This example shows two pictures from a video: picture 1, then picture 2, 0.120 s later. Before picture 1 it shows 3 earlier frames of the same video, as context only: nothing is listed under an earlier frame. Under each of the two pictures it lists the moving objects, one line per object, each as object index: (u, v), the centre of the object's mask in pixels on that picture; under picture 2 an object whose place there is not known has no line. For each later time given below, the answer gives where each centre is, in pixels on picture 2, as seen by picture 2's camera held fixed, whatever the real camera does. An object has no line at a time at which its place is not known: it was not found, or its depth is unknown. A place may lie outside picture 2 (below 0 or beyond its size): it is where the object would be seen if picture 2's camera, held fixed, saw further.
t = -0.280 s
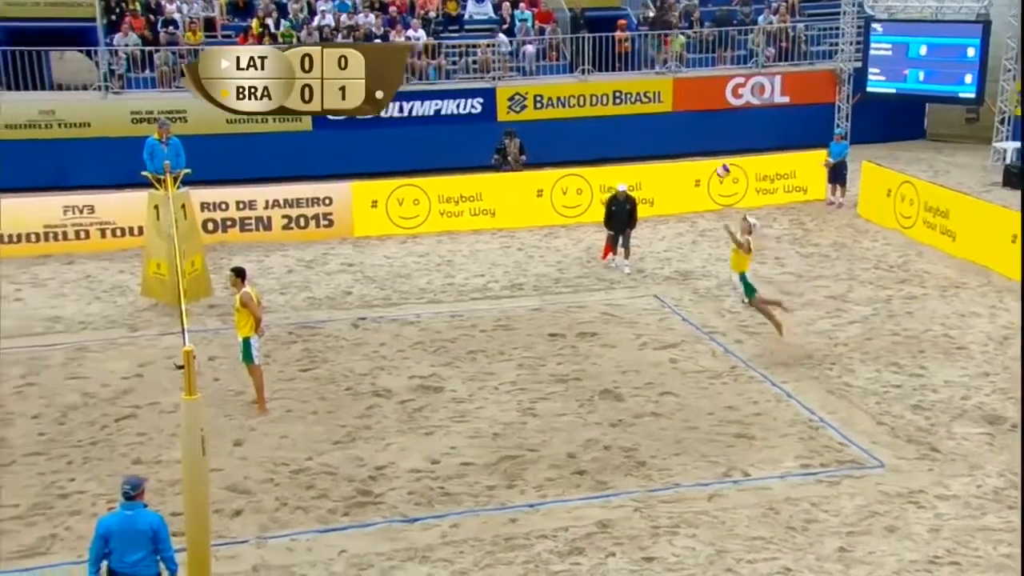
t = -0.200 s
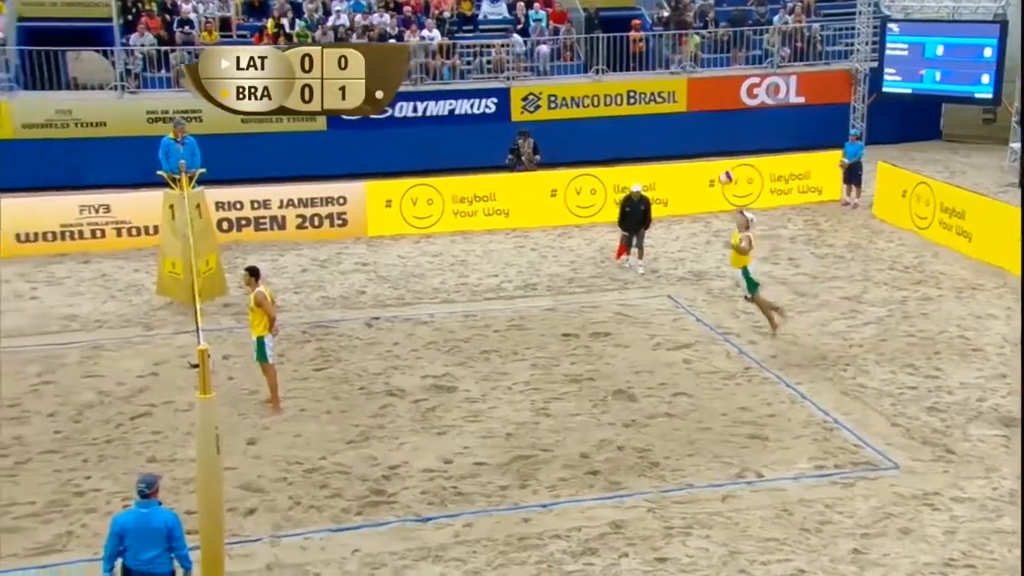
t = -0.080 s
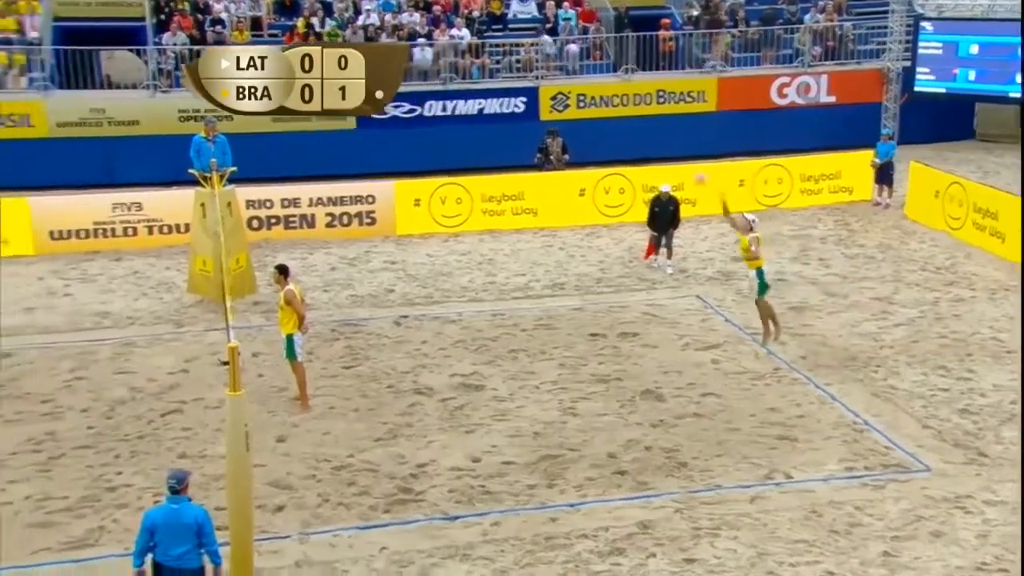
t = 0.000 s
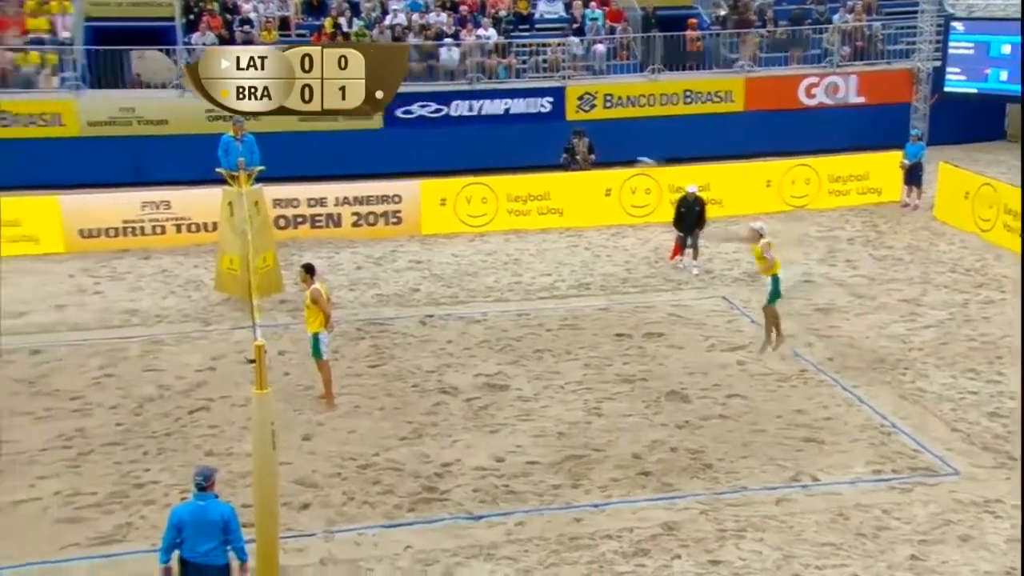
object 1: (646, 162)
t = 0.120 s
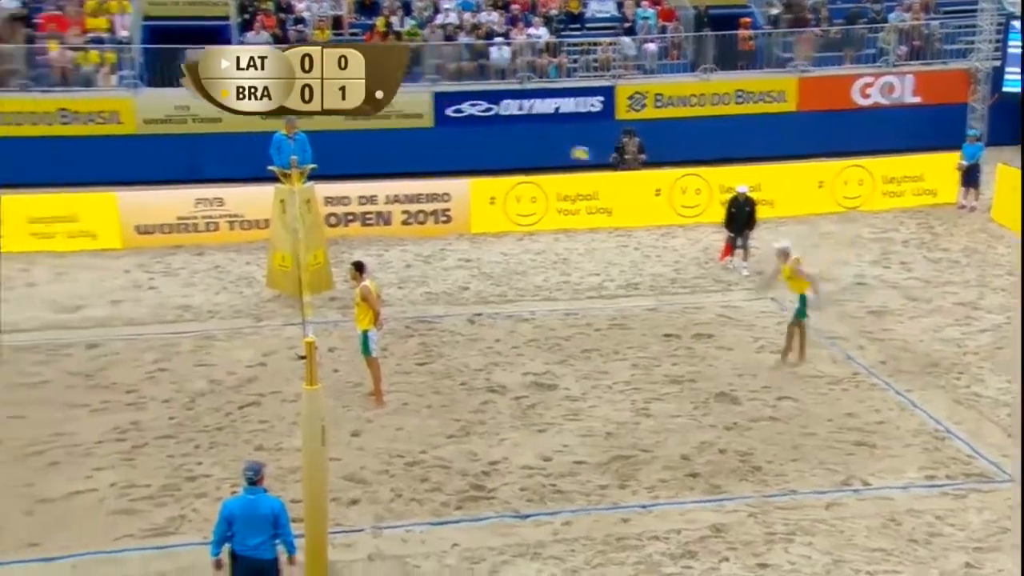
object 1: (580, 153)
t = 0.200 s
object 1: (507, 153)
